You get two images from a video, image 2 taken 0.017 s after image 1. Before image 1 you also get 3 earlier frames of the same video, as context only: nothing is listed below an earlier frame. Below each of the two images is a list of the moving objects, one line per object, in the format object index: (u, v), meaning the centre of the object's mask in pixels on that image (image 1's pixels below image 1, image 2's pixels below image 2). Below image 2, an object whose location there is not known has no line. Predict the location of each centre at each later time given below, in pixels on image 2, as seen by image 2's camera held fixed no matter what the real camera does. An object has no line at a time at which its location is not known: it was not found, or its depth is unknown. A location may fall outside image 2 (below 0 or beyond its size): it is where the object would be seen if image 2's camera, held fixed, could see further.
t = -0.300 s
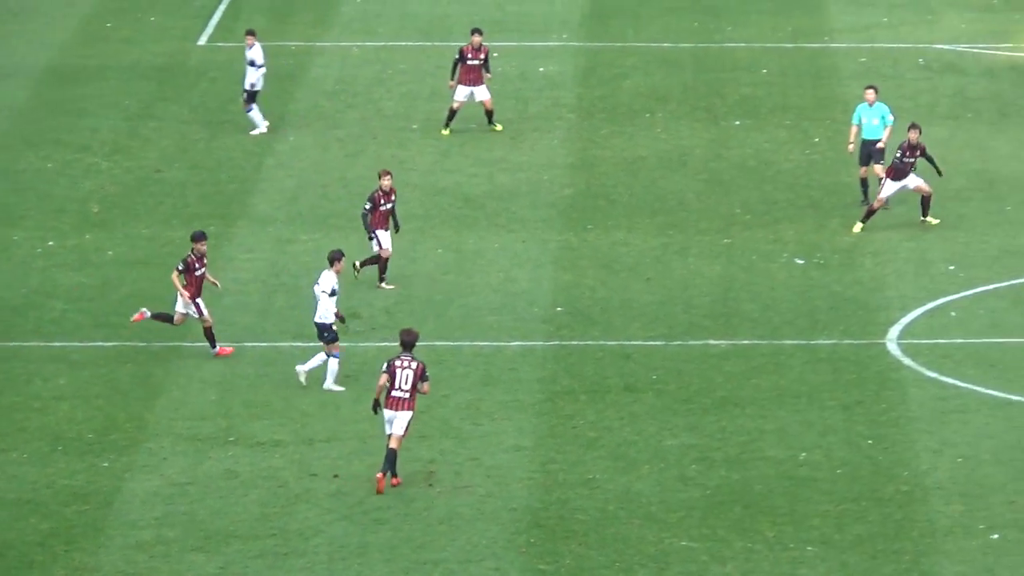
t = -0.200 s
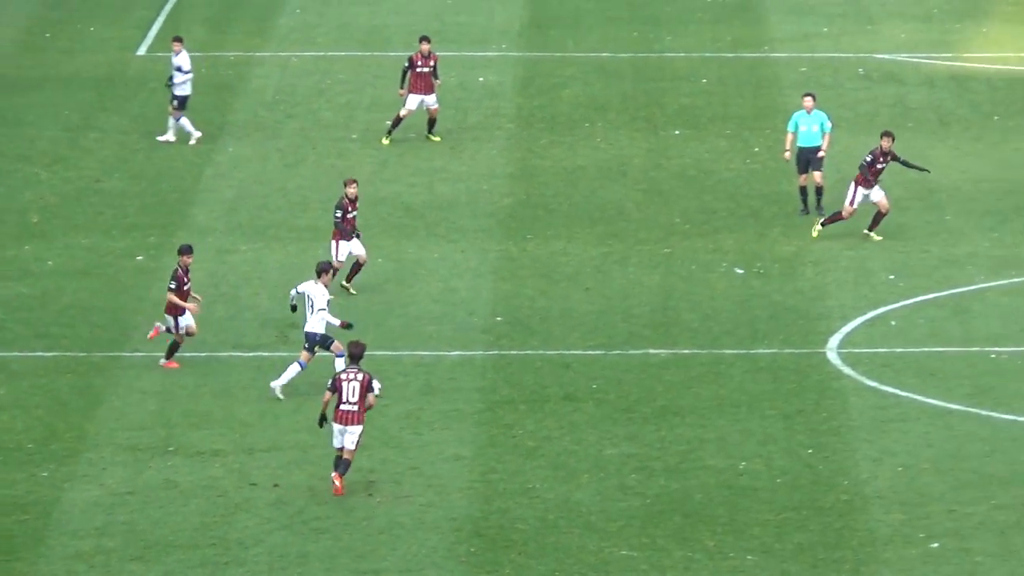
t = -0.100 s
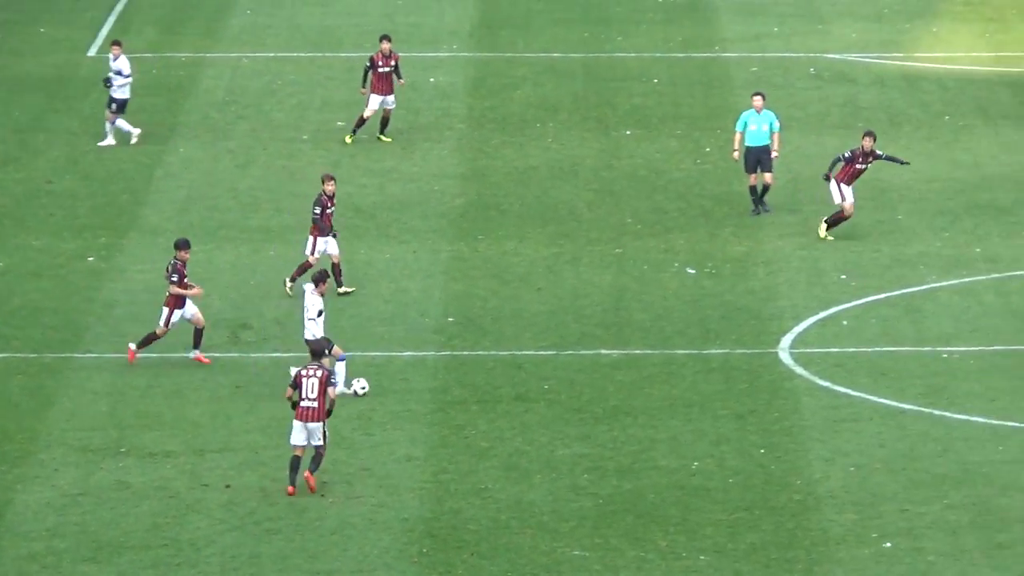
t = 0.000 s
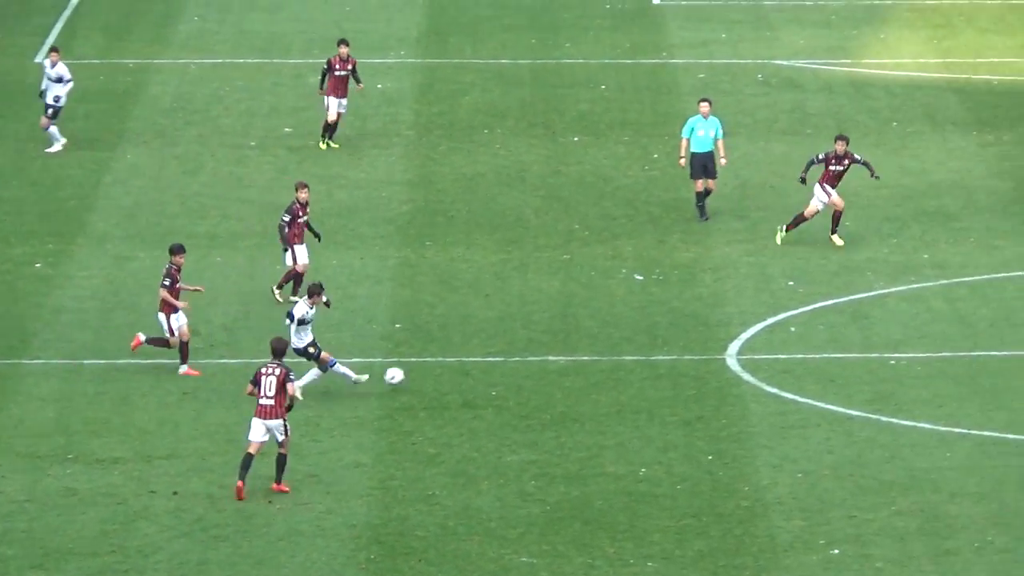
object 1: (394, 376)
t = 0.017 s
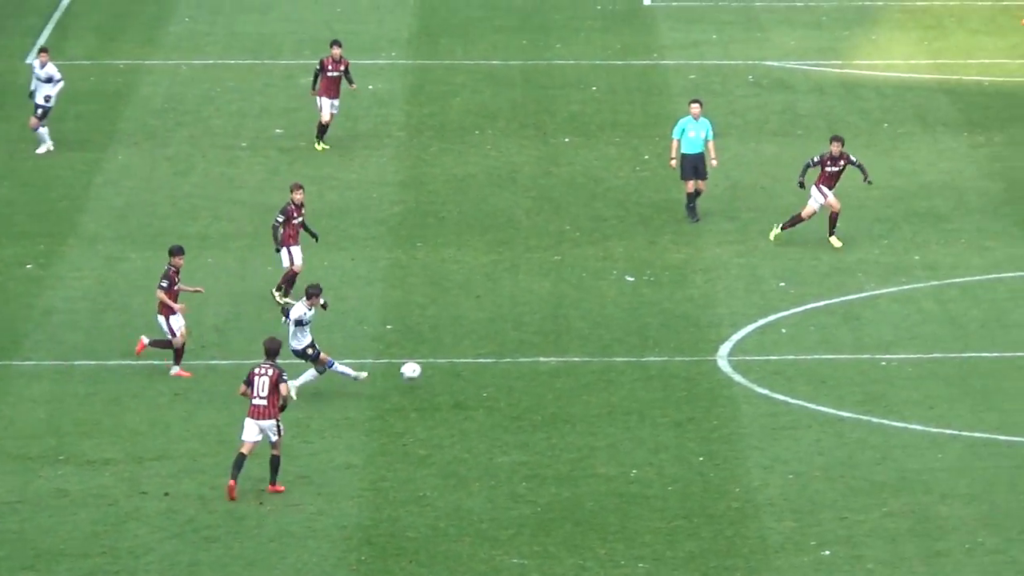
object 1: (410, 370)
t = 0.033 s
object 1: (435, 364)
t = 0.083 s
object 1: (507, 347)
